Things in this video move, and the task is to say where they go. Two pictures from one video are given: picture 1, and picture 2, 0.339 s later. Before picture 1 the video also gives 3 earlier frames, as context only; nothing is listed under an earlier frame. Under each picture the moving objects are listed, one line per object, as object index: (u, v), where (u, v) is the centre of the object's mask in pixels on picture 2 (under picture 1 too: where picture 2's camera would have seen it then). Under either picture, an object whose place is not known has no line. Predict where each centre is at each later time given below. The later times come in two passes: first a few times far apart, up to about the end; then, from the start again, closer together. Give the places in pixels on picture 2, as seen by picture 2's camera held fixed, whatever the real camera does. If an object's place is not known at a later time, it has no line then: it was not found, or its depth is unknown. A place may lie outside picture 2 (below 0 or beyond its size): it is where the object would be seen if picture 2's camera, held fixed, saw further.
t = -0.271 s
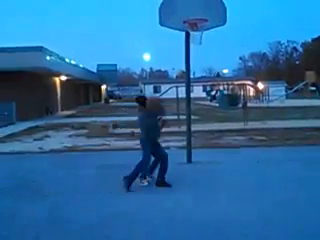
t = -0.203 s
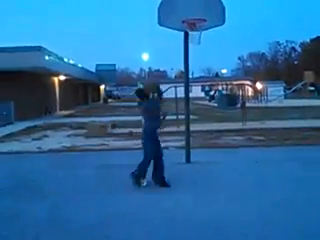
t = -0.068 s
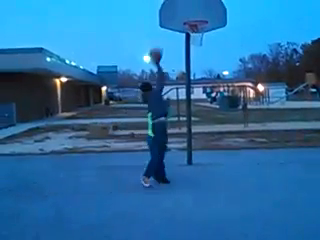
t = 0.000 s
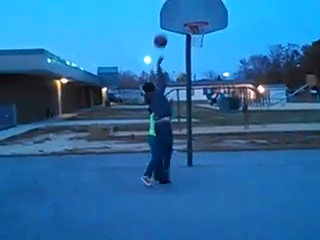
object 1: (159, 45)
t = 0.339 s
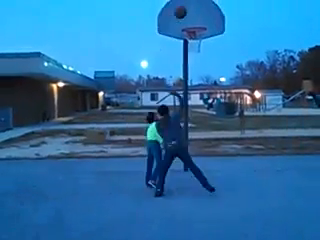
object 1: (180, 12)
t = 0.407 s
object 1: (184, 13)
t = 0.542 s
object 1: (191, 20)
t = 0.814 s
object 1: (199, 37)
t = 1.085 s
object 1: (191, 60)
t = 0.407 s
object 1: (184, 13)
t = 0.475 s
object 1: (188, 16)
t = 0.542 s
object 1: (191, 20)
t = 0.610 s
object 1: (193, 21)
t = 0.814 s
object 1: (199, 37)
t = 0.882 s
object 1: (198, 42)
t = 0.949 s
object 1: (196, 45)
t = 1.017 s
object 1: (193, 51)
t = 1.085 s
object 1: (191, 60)
